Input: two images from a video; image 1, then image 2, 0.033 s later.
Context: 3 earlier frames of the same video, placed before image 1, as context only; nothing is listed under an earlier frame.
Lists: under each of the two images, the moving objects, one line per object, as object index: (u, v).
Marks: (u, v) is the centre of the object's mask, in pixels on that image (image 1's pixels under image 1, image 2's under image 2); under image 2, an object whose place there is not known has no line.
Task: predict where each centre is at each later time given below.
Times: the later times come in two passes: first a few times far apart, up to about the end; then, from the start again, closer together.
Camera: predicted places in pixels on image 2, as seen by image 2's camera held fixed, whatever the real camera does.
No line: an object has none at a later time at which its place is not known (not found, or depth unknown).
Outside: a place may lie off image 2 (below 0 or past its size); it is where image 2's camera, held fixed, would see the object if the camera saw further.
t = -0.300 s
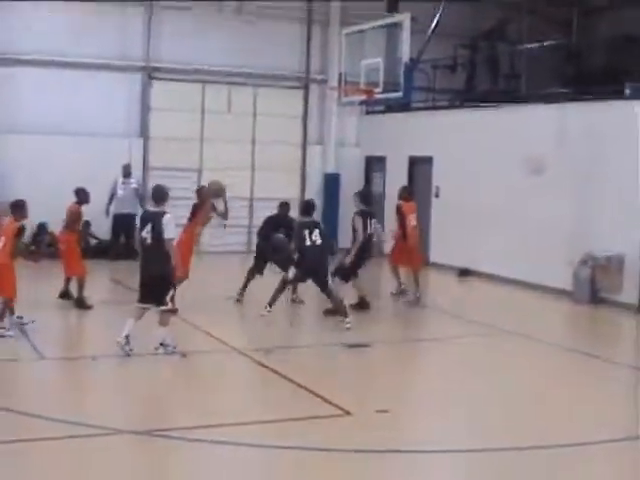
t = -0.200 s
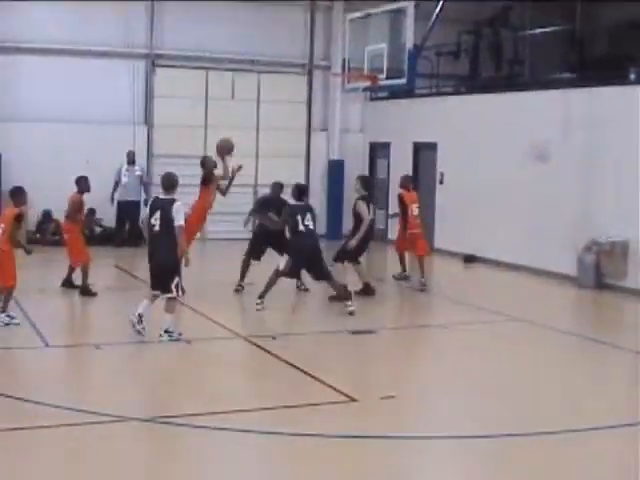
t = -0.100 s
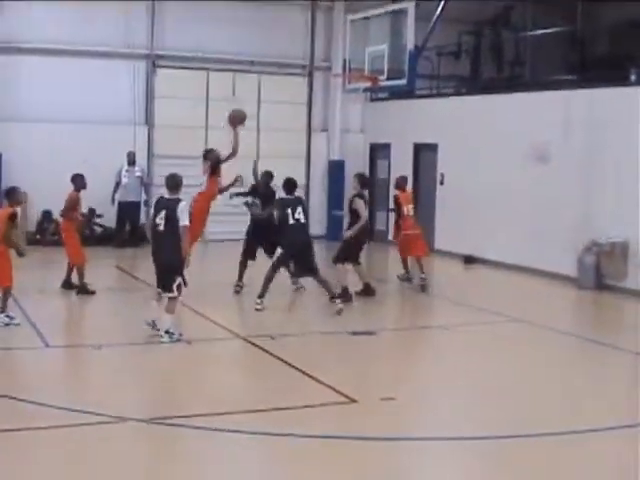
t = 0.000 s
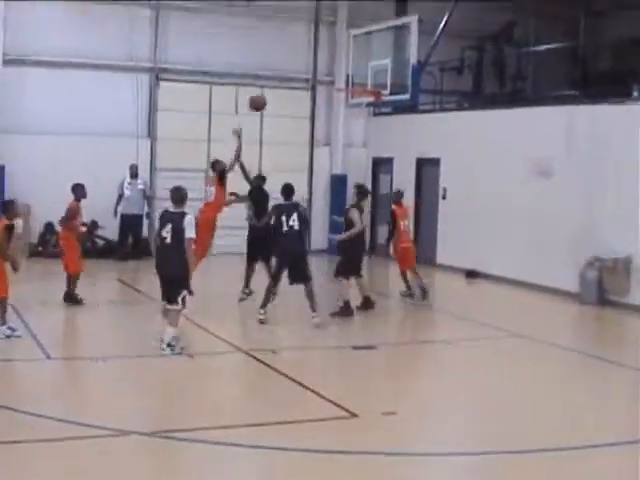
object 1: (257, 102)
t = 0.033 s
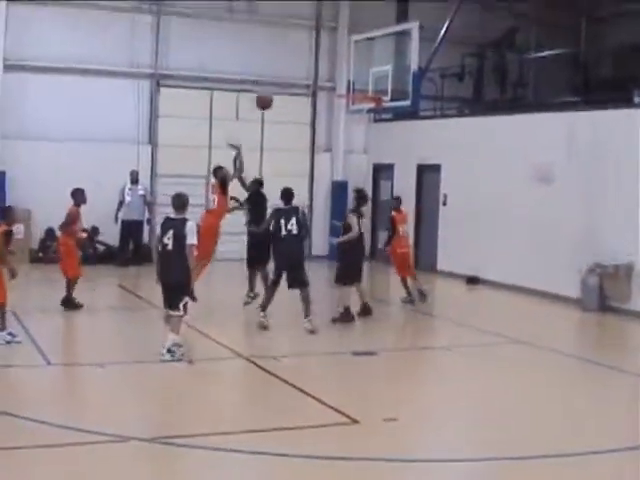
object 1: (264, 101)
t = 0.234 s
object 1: (297, 72)
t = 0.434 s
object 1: (329, 75)
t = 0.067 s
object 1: (270, 95)
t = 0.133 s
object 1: (282, 83)
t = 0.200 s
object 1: (291, 76)
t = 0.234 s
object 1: (297, 72)
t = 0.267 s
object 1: (303, 70)
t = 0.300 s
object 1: (307, 70)
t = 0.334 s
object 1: (312, 68)
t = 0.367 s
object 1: (320, 71)
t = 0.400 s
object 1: (324, 72)
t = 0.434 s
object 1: (329, 75)
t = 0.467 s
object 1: (335, 77)
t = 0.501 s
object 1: (340, 81)
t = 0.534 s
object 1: (346, 85)
